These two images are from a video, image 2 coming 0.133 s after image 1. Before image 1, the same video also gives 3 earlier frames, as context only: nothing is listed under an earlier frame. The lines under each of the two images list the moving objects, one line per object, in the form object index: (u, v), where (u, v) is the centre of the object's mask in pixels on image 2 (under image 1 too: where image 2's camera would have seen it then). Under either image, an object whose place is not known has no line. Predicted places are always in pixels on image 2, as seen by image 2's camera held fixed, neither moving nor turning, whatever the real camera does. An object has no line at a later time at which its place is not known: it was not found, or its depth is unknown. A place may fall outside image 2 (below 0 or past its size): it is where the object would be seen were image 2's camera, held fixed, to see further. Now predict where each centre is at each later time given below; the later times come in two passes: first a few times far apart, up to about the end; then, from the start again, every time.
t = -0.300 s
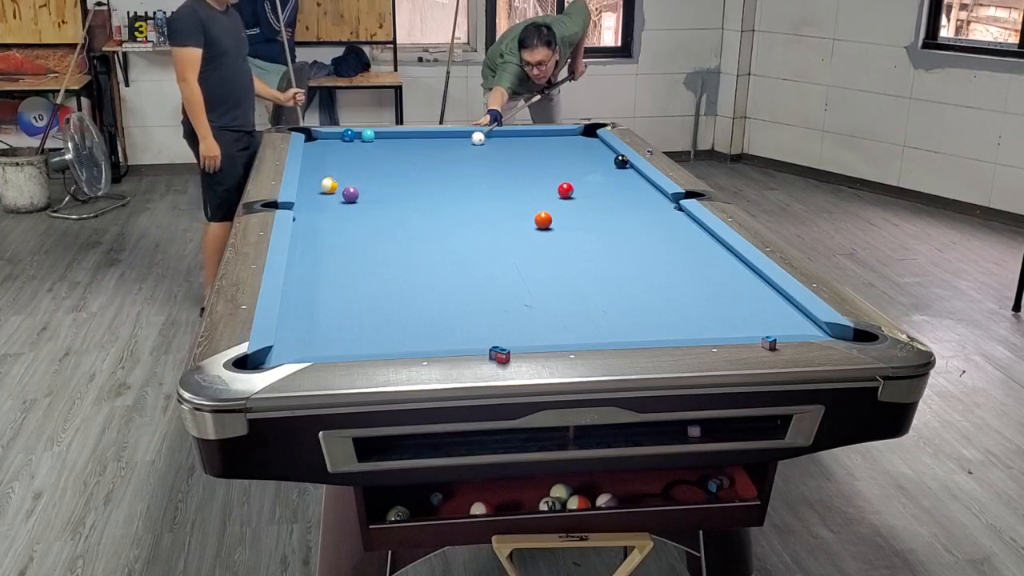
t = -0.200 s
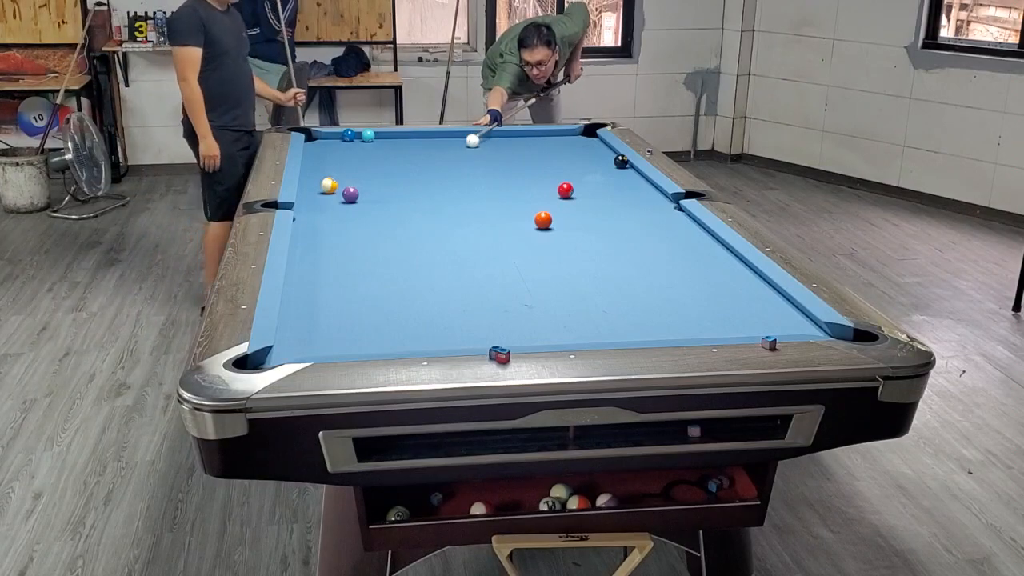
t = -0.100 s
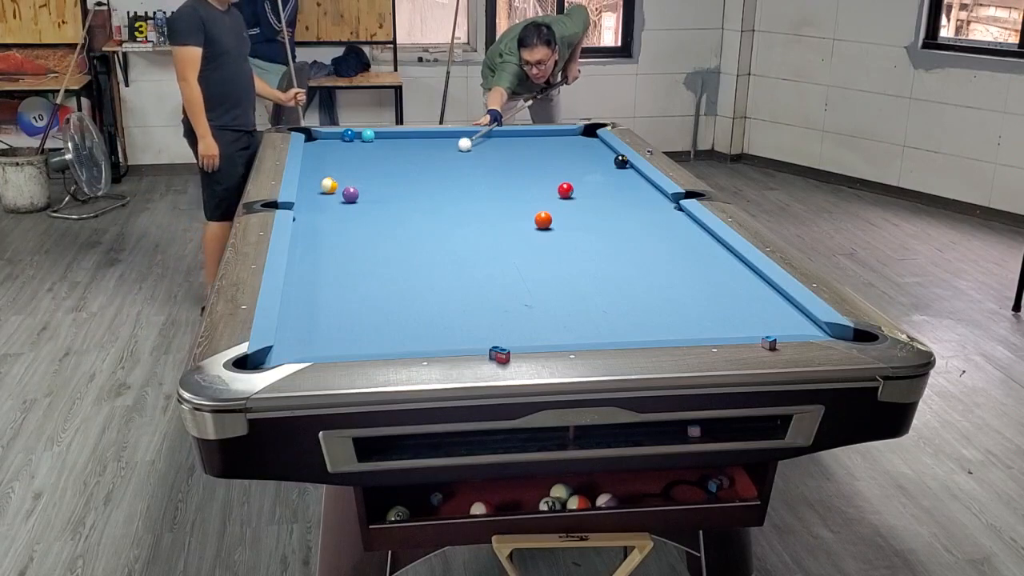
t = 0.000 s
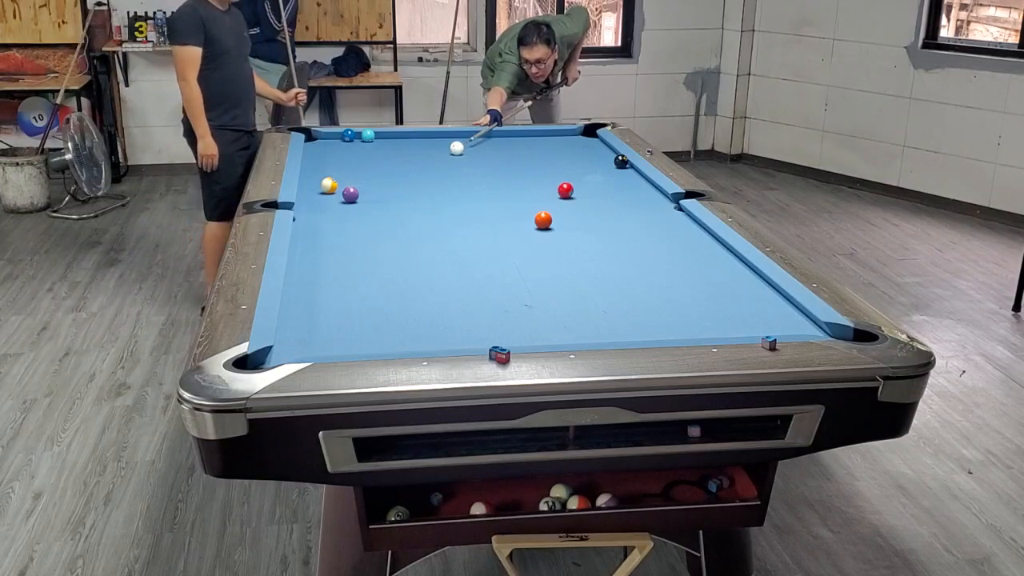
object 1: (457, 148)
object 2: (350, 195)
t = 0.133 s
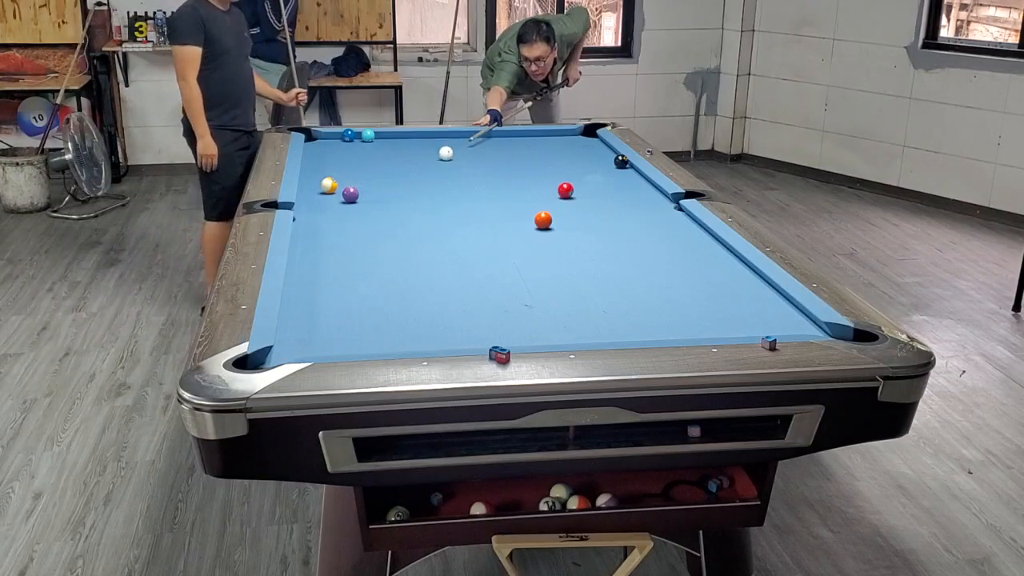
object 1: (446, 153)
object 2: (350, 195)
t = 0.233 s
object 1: (437, 157)
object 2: (350, 195)
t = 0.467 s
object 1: (417, 167)
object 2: (350, 195)
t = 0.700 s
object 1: (395, 177)
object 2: (350, 195)
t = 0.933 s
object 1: (372, 188)
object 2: (350, 195)
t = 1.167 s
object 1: (365, 194)
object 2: (333, 199)
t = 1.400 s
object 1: (367, 199)
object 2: (309, 205)
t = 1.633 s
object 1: (368, 203)
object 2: (300, 211)
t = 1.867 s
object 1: (369, 208)
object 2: (303, 212)
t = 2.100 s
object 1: (370, 212)
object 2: (314, 211)
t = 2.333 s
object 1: (370, 216)
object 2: (323, 211)
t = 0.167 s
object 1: (443, 155)
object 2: (350, 195)
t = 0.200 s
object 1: (440, 156)
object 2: (350, 194)
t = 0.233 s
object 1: (437, 157)
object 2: (350, 195)
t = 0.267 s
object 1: (434, 159)
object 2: (350, 195)
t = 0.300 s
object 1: (431, 160)
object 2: (350, 195)
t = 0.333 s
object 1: (429, 161)
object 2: (350, 195)
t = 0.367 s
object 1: (426, 163)
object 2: (350, 195)
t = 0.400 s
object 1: (423, 164)
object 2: (350, 195)
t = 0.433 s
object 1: (420, 166)
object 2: (350, 195)
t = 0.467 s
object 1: (417, 167)
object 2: (350, 195)
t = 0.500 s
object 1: (414, 168)
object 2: (350, 195)
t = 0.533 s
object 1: (411, 169)
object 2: (350, 195)
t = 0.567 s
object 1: (407, 171)
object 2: (350, 195)
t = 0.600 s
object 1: (404, 173)
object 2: (350, 195)
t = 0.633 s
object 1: (401, 174)
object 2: (350, 195)
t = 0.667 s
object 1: (398, 175)
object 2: (350, 195)
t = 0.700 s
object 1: (395, 177)
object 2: (350, 195)
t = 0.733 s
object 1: (392, 178)
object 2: (350, 195)
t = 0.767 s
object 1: (388, 180)
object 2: (350, 195)
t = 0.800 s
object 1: (385, 181)
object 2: (350, 195)
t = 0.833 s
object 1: (382, 183)
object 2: (350, 195)
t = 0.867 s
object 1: (378, 184)
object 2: (350, 195)
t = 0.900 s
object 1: (375, 186)
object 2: (350, 195)
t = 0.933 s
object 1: (372, 188)
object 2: (350, 195)
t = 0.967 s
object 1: (368, 189)
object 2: (350, 194)
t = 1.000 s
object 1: (365, 190)
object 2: (350, 194)
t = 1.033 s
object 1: (364, 192)
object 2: (348, 195)
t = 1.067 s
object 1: (365, 192)
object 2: (343, 196)
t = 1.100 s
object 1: (365, 193)
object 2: (340, 198)
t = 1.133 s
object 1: (365, 194)
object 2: (336, 199)
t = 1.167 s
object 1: (365, 194)
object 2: (333, 199)
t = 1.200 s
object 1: (366, 195)
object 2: (329, 200)
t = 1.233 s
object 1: (366, 196)
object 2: (326, 200)
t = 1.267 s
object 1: (366, 196)
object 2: (322, 201)
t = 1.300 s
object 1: (366, 197)
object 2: (319, 202)
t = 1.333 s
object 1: (366, 198)
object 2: (316, 203)
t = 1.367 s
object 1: (367, 198)
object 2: (312, 204)
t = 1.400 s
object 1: (367, 199)
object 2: (309, 205)
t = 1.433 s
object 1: (367, 199)
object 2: (305, 206)
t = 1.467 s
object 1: (367, 200)
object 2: (302, 207)
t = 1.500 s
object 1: (367, 201)
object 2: (301, 207)
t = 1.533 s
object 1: (368, 201)
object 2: (301, 208)
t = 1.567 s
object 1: (368, 202)
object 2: (301, 209)
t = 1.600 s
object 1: (368, 203)
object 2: (300, 210)
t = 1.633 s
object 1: (368, 203)
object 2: (300, 211)
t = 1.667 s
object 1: (369, 204)
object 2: (299, 211)
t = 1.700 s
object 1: (369, 205)
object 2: (299, 212)
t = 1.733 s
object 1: (369, 205)
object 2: (299, 212)
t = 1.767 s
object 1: (369, 206)
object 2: (299, 213)
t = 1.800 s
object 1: (369, 207)
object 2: (300, 213)
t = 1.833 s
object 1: (369, 207)
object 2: (301, 213)
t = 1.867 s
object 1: (369, 208)
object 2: (303, 212)
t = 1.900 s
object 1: (370, 208)
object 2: (305, 212)
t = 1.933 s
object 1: (370, 209)
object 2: (306, 212)
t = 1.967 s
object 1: (370, 210)
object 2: (308, 212)
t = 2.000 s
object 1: (370, 210)
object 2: (309, 212)
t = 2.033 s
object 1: (370, 211)
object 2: (311, 212)
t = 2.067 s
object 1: (370, 211)
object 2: (313, 212)
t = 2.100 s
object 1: (370, 212)
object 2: (314, 211)
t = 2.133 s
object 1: (370, 212)
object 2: (315, 211)
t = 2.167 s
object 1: (370, 213)
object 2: (317, 211)
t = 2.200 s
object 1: (370, 214)
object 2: (318, 211)
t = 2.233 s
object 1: (370, 214)
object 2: (319, 211)
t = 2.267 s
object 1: (370, 215)
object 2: (321, 211)
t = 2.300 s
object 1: (370, 216)
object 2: (322, 211)
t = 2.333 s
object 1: (370, 216)
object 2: (323, 211)
